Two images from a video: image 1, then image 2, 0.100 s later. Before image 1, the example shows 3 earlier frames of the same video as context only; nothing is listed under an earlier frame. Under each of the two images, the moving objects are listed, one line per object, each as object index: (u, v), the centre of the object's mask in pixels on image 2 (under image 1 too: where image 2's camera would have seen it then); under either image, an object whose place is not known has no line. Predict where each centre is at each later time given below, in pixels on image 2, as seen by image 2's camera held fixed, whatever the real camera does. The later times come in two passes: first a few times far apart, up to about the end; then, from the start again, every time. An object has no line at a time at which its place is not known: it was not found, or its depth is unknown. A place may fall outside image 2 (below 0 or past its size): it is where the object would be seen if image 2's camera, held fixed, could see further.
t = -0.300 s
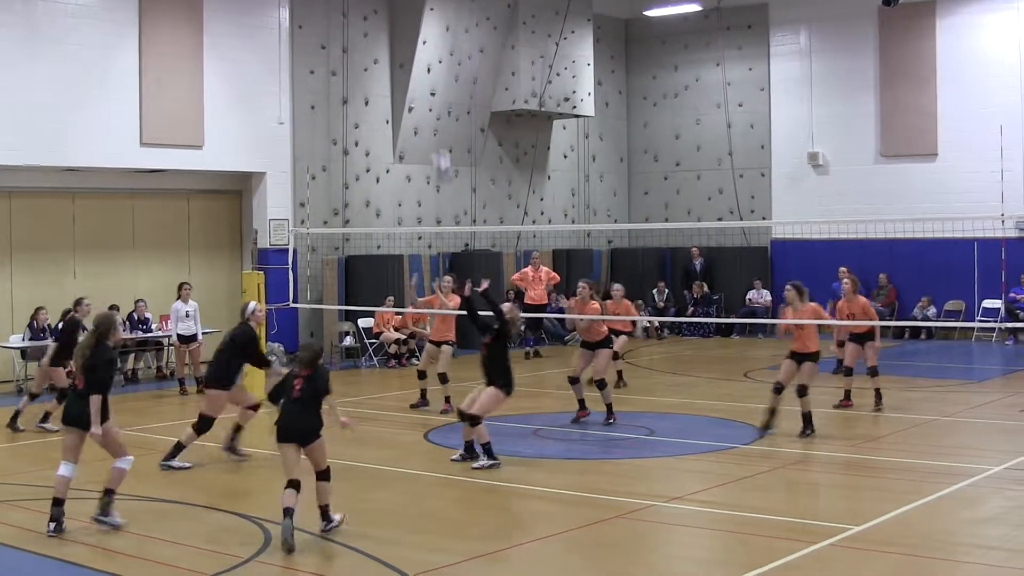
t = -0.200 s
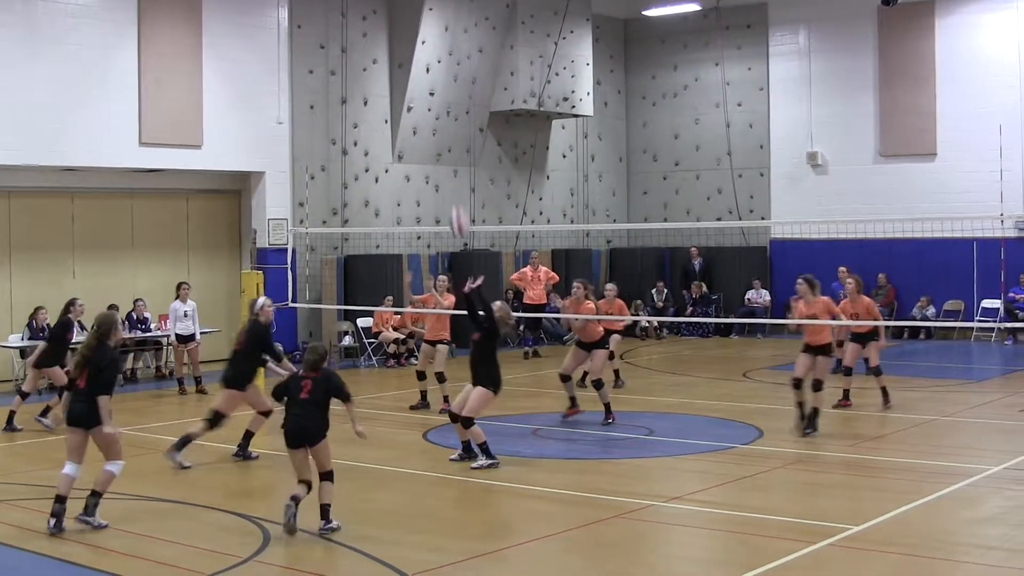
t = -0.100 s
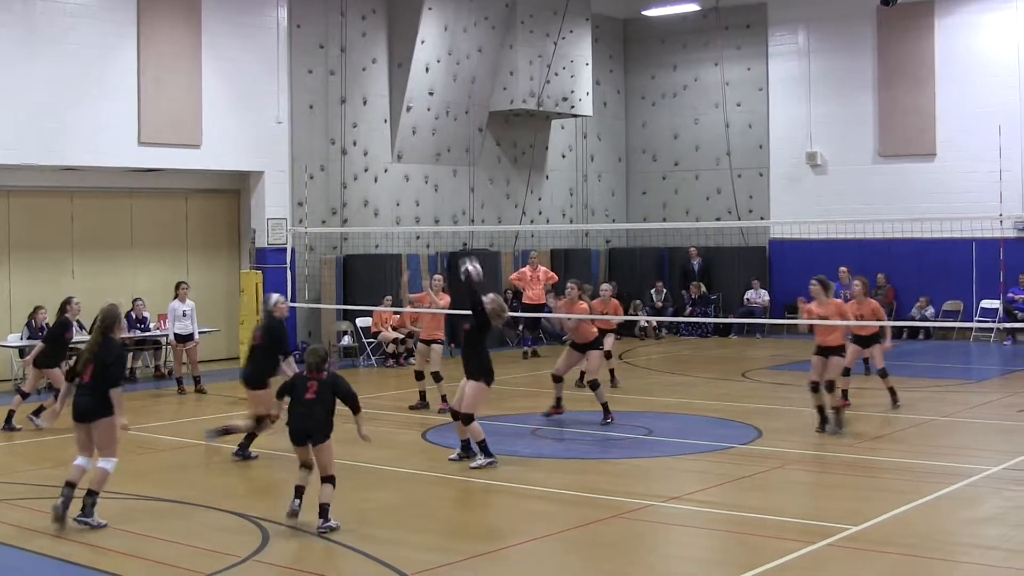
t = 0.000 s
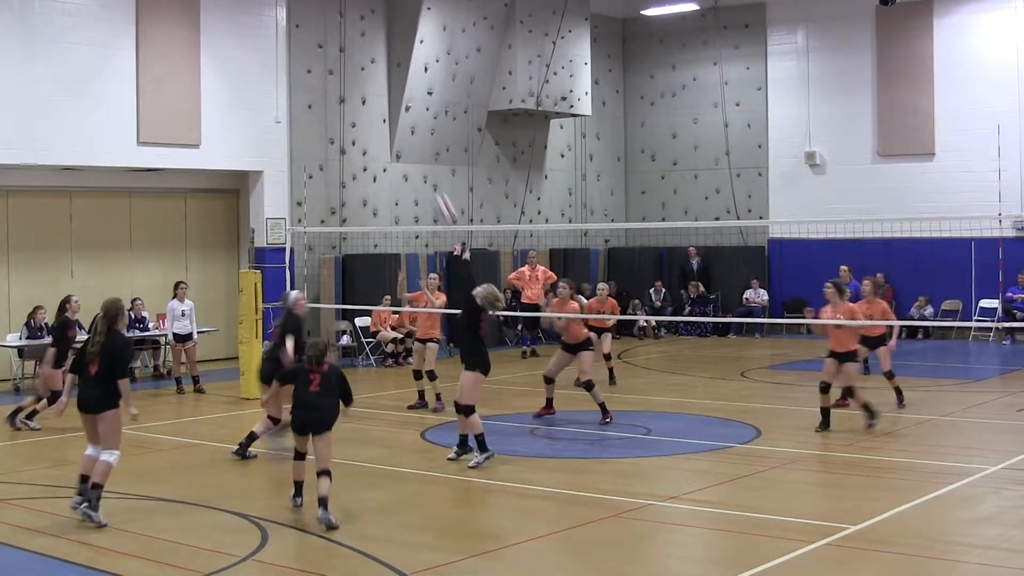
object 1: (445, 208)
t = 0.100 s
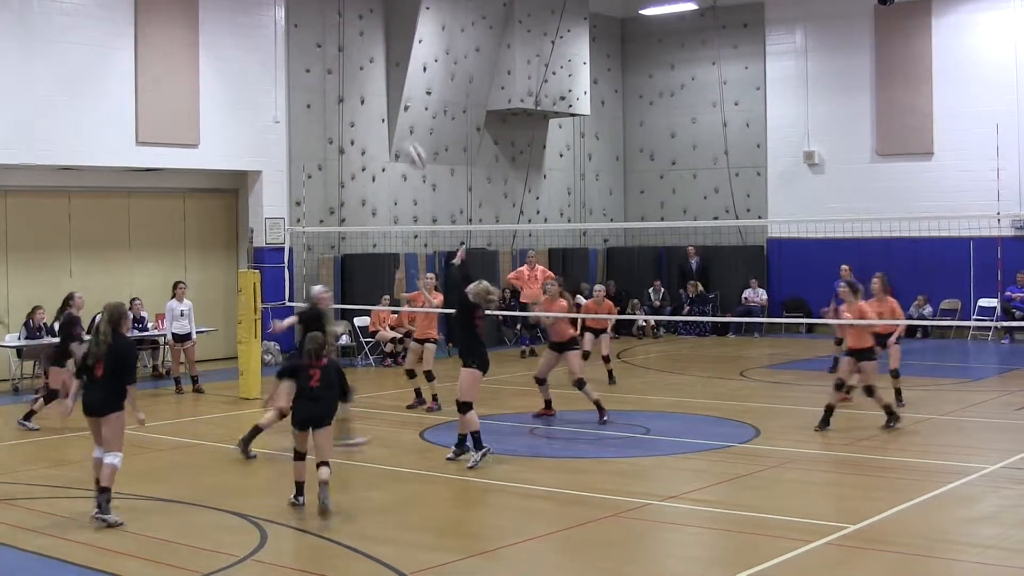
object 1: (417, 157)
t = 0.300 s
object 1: (364, 85)
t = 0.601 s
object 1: (303, 58)
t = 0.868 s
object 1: (256, 103)
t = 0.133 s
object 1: (406, 141)
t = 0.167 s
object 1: (398, 126)
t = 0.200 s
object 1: (388, 114)
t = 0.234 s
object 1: (380, 103)
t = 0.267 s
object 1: (371, 93)
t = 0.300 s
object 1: (364, 85)
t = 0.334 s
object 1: (357, 77)
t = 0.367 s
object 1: (351, 72)
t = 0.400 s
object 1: (343, 66)
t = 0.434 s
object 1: (336, 60)
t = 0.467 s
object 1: (328, 58)
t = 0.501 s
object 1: (322, 56)
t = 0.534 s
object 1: (315, 57)
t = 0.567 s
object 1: (309, 57)
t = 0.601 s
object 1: (303, 58)
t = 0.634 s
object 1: (296, 61)
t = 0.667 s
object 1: (291, 64)
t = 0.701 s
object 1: (285, 69)
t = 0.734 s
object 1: (279, 76)
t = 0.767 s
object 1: (273, 81)
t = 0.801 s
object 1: (267, 87)
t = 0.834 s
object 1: (262, 96)
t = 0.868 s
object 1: (256, 103)
